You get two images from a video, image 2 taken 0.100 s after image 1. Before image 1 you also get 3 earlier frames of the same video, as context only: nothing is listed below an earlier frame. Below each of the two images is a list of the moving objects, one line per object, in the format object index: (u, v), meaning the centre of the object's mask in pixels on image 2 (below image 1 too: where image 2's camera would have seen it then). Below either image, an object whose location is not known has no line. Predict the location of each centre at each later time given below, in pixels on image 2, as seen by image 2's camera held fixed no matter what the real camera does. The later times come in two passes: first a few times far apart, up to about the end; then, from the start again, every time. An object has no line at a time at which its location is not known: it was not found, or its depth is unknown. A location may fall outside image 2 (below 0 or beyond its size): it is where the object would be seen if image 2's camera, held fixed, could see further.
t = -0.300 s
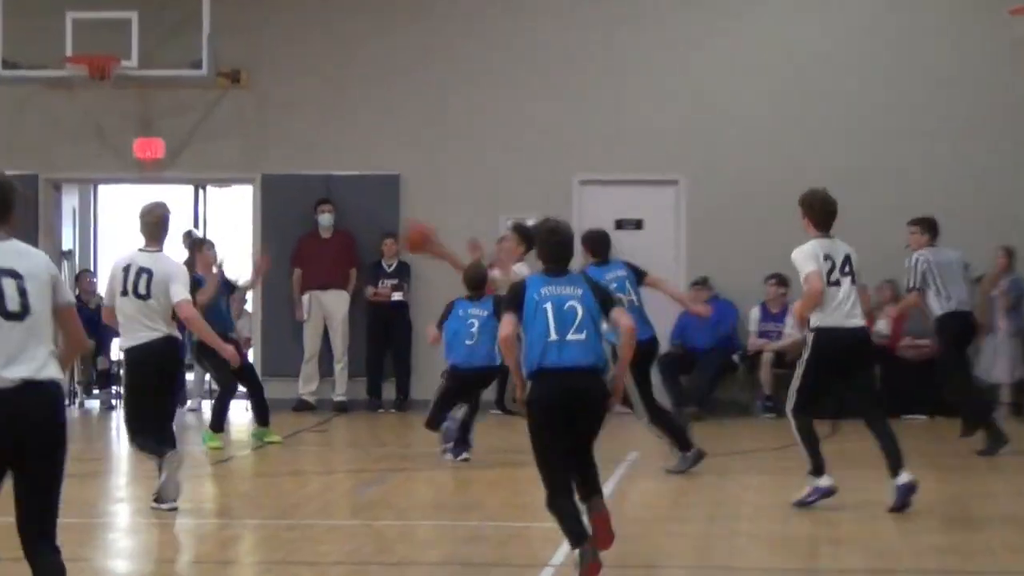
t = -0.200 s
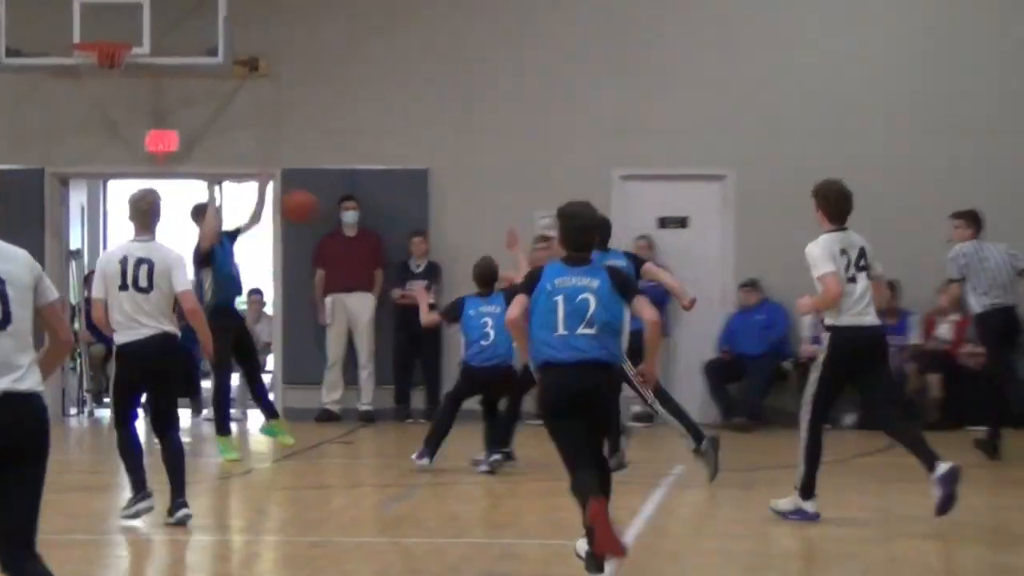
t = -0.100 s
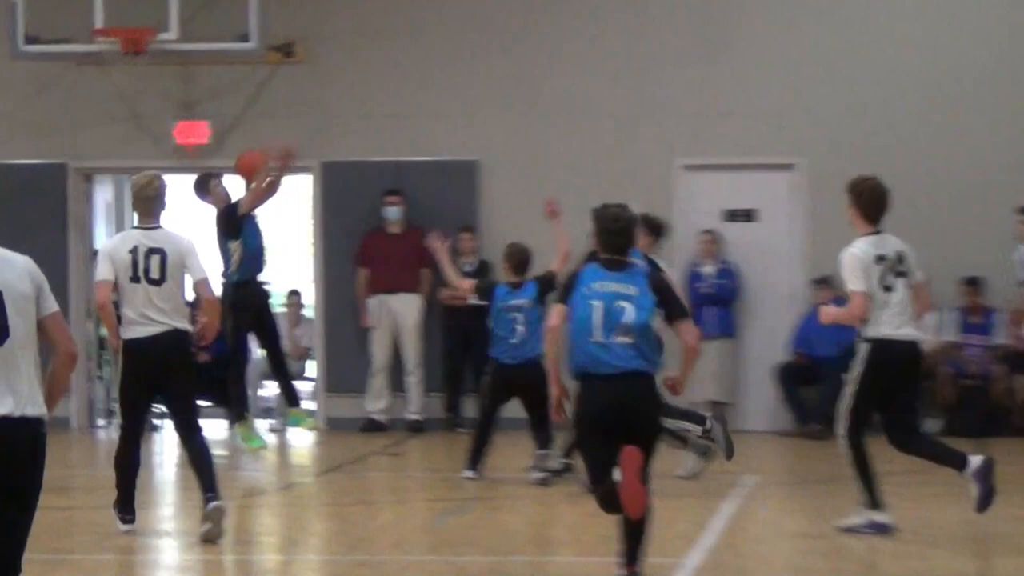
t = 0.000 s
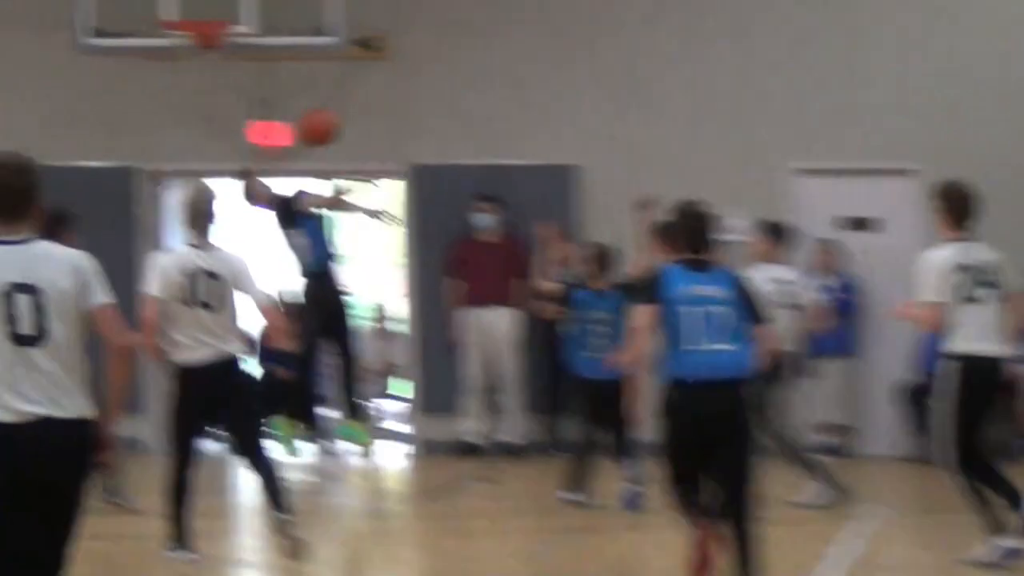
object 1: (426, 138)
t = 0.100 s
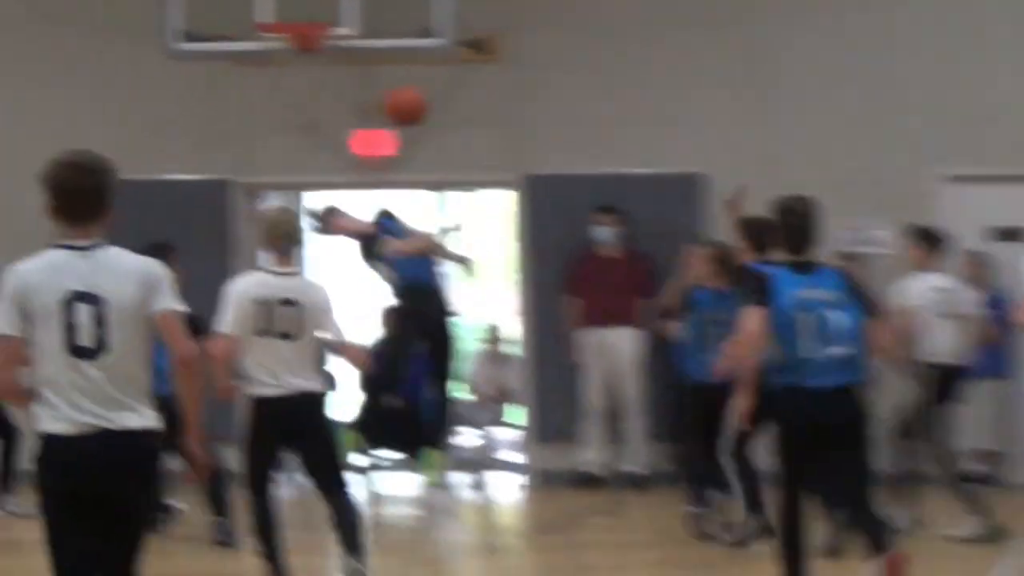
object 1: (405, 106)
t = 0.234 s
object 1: (385, 95)
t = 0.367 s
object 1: (360, 113)
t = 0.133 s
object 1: (399, 99)
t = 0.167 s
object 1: (393, 96)
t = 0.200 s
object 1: (390, 96)
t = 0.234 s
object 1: (385, 95)
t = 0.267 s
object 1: (377, 97)
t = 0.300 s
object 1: (371, 100)
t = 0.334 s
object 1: (365, 106)
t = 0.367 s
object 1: (360, 113)
